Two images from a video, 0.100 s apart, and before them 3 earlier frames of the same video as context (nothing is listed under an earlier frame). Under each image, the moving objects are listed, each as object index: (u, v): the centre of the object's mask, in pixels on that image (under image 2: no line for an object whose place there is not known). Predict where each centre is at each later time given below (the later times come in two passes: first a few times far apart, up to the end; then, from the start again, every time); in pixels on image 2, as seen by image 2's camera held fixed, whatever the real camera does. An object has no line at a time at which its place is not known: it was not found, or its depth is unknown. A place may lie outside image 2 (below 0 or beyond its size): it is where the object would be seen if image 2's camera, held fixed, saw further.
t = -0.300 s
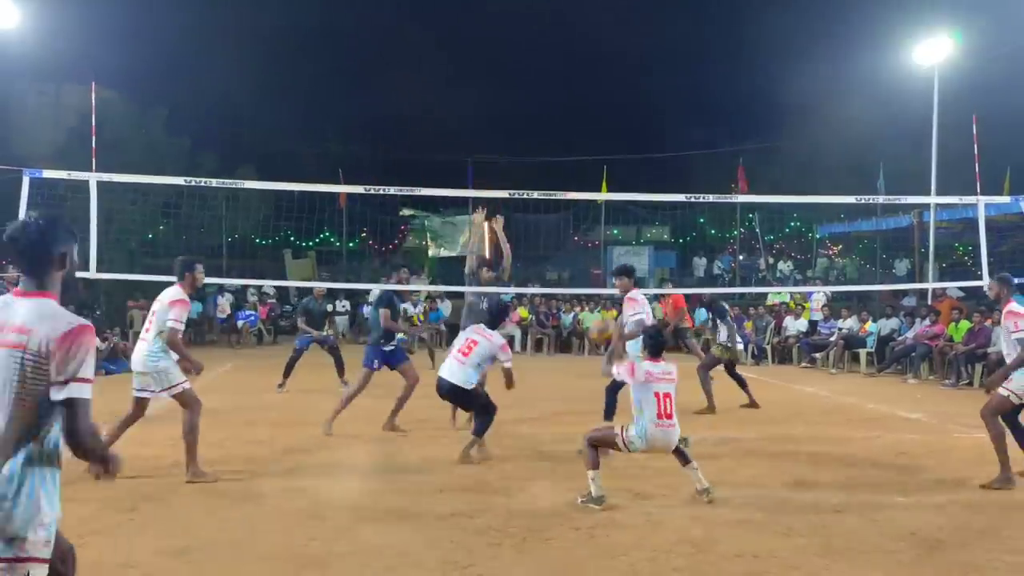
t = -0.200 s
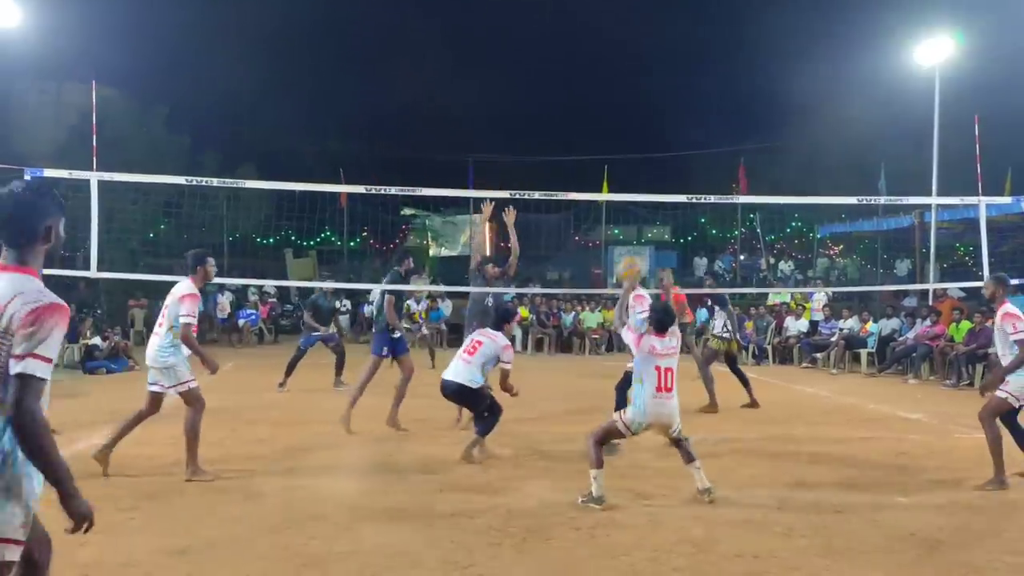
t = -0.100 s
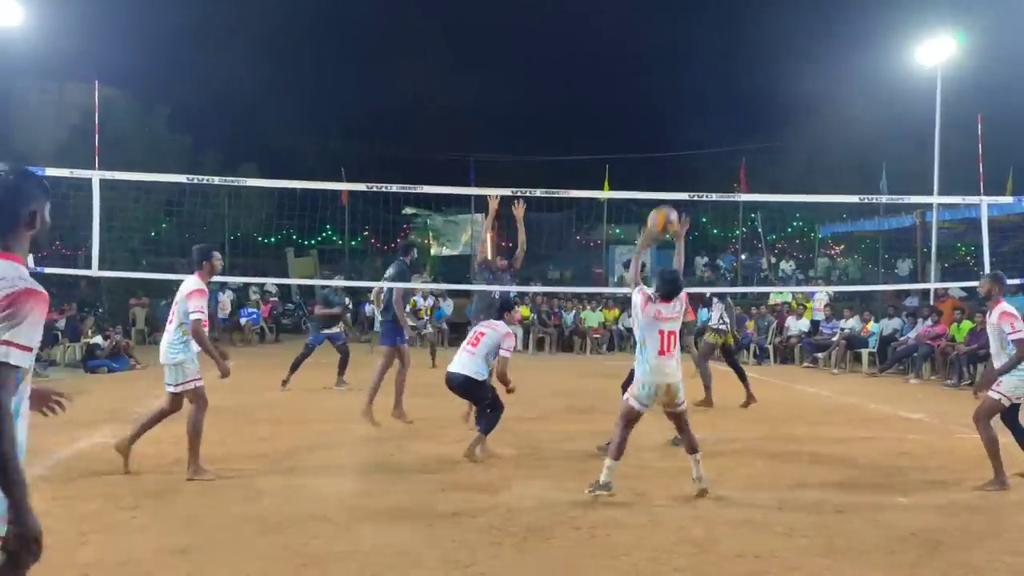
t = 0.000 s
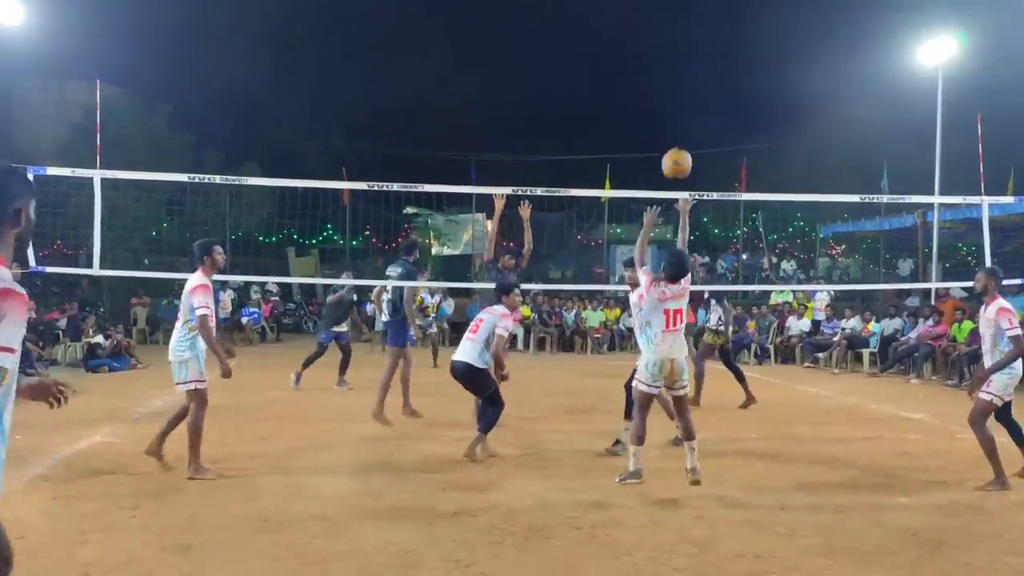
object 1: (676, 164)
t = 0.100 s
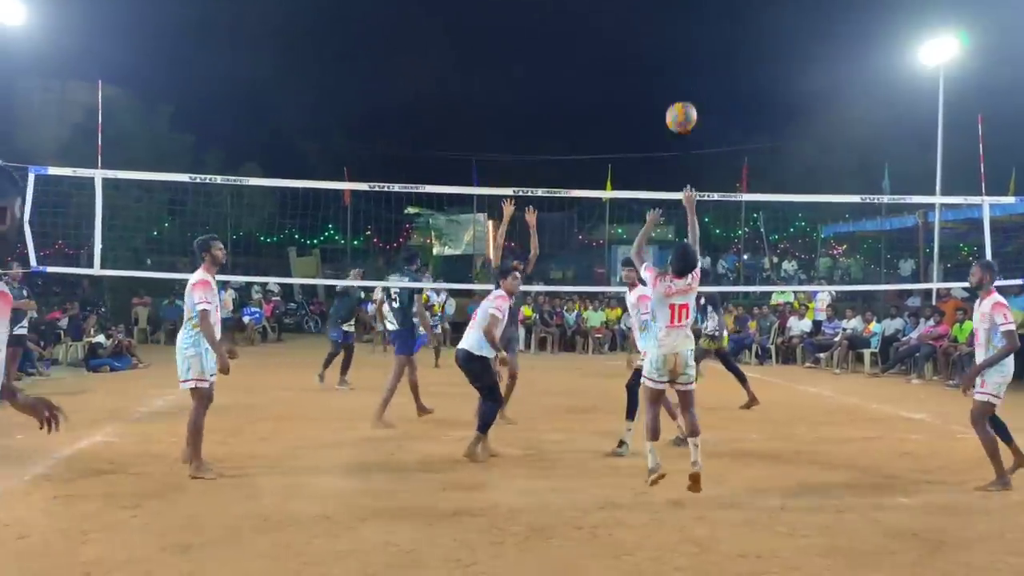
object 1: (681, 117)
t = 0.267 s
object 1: (687, 65)
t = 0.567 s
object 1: (695, 66)
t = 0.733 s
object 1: (700, 125)
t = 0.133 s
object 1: (682, 104)
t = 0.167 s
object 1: (683, 92)
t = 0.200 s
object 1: (684, 81)
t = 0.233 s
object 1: (686, 72)
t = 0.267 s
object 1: (687, 65)
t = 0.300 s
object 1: (688, 59)
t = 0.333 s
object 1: (688, 55)
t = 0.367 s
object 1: (690, 51)
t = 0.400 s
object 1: (691, 49)
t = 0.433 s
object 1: (692, 49)
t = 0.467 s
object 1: (693, 51)
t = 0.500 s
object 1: (694, 54)
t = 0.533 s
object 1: (695, 59)
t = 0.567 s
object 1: (695, 66)
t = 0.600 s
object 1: (696, 74)
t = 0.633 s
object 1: (698, 83)
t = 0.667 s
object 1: (699, 95)
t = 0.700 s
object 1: (700, 109)
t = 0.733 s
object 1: (700, 125)
